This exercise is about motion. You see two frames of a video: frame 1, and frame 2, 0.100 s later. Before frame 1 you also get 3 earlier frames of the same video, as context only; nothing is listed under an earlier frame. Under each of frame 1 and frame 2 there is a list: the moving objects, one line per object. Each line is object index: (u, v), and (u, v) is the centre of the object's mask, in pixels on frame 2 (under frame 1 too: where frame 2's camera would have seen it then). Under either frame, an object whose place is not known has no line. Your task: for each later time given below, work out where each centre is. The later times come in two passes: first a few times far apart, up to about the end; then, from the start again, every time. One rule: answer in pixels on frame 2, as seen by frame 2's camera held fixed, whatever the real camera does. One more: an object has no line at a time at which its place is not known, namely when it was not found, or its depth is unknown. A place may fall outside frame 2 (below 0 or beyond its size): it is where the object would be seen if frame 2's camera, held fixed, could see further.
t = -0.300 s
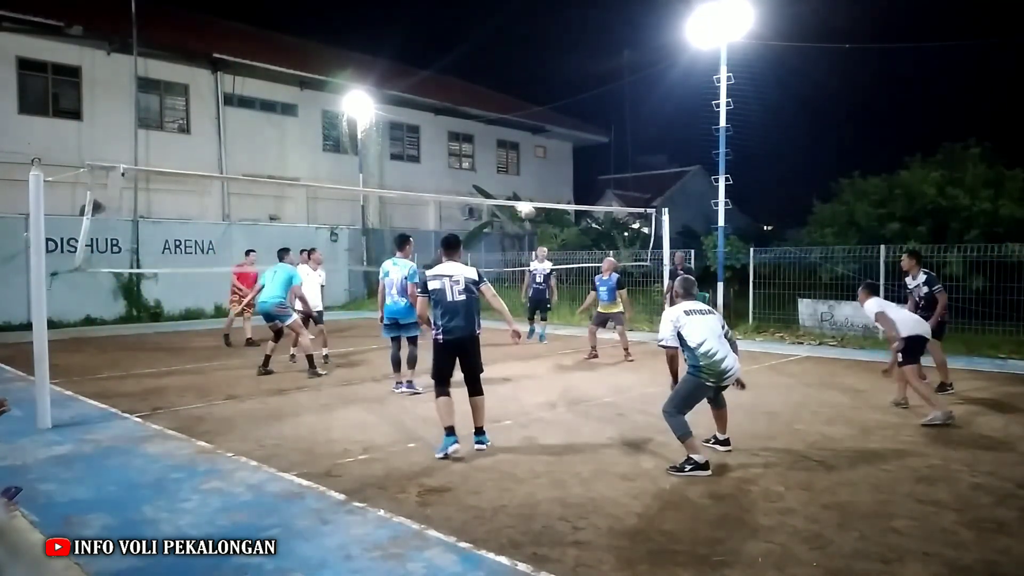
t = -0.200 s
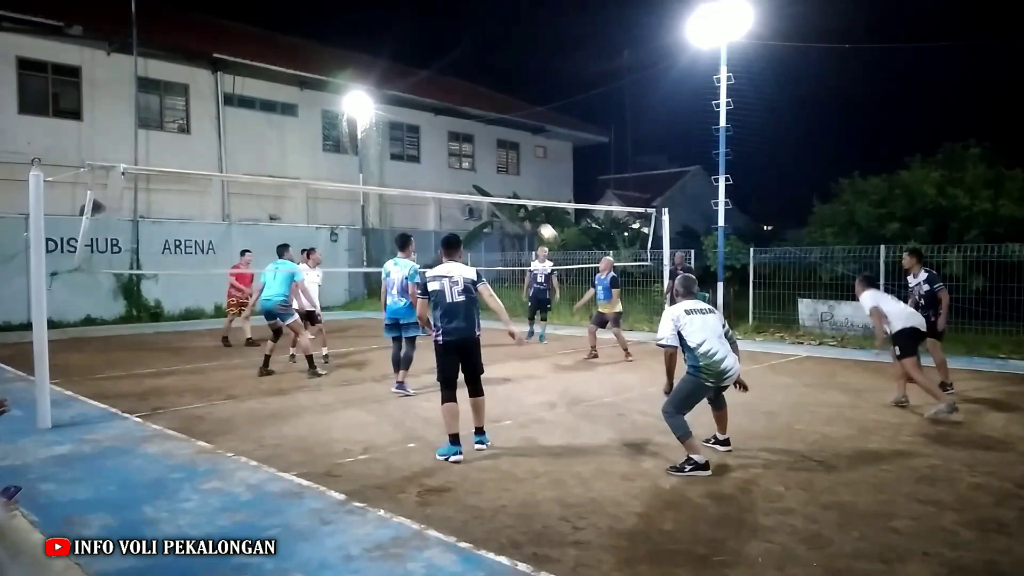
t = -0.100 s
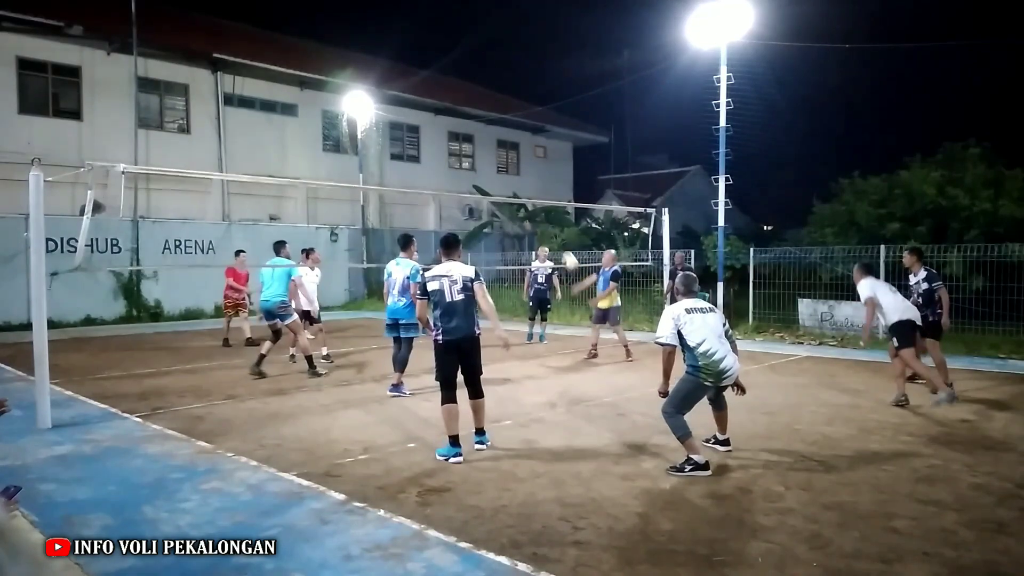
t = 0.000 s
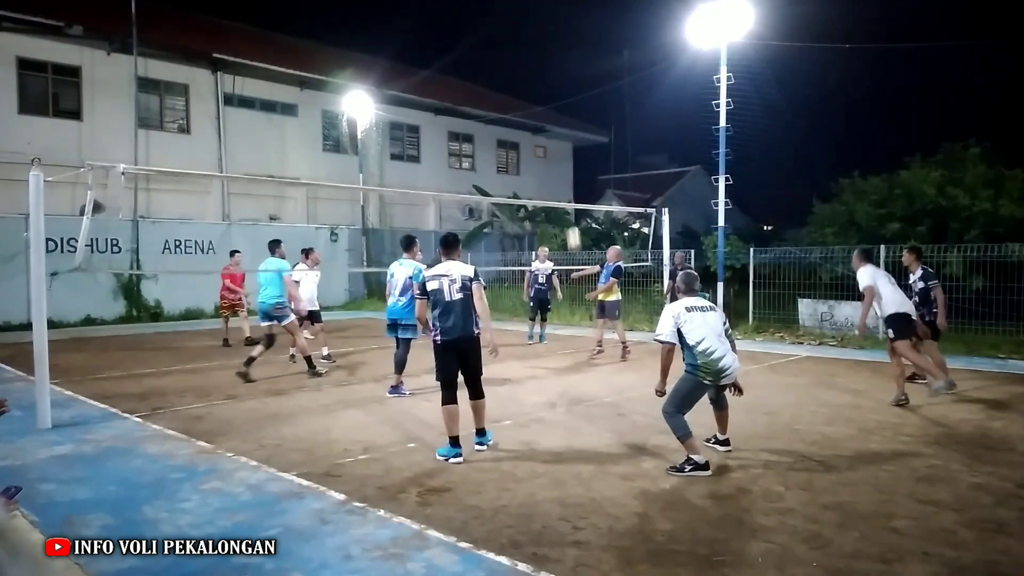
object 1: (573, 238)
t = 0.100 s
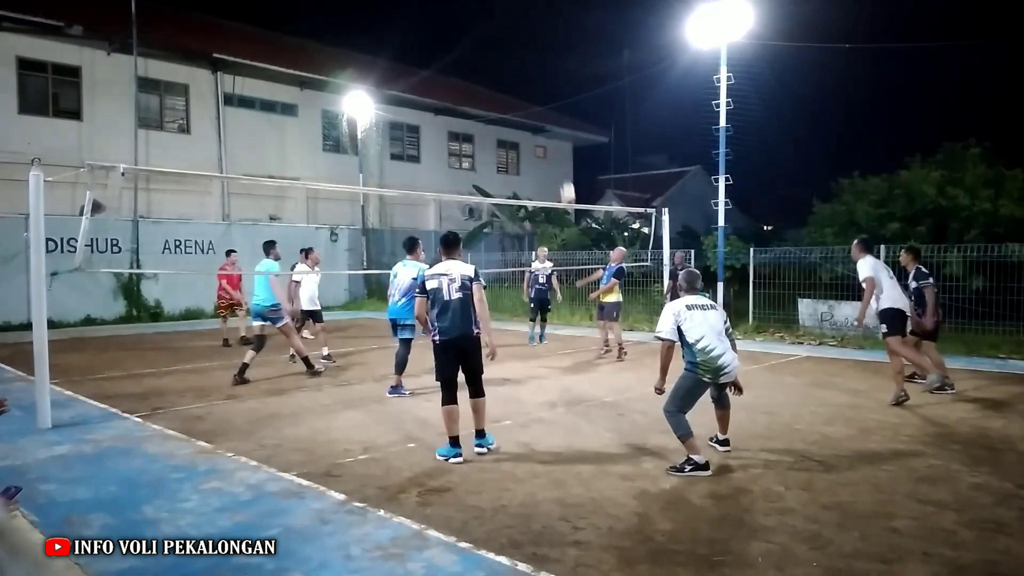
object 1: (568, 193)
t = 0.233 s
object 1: (559, 142)
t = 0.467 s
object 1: (545, 82)
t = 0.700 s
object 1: (530, 59)
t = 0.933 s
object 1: (514, 75)
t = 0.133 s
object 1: (566, 179)
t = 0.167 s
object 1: (564, 166)
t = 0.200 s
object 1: (562, 154)
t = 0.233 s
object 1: (559, 142)
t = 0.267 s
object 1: (557, 131)
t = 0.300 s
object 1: (555, 121)
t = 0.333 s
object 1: (553, 112)
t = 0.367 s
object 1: (551, 104)
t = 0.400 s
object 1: (549, 96)
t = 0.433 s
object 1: (547, 89)
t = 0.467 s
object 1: (545, 82)
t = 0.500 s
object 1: (543, 76)
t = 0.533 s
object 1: (541, 71)
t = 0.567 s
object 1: (539, 67)
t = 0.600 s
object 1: (537, 64)
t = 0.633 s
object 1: (534, 62)
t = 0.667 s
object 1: (532, 60)
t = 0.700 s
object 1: (530, 59)
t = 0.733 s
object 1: (528, 59)
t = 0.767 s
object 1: (525, 60)
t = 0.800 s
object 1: (523, 61)
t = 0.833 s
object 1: (521, 64)
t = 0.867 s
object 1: (519, 67)
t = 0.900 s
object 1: (516, 71)
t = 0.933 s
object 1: (514, 75)
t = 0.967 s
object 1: (512, 81)
